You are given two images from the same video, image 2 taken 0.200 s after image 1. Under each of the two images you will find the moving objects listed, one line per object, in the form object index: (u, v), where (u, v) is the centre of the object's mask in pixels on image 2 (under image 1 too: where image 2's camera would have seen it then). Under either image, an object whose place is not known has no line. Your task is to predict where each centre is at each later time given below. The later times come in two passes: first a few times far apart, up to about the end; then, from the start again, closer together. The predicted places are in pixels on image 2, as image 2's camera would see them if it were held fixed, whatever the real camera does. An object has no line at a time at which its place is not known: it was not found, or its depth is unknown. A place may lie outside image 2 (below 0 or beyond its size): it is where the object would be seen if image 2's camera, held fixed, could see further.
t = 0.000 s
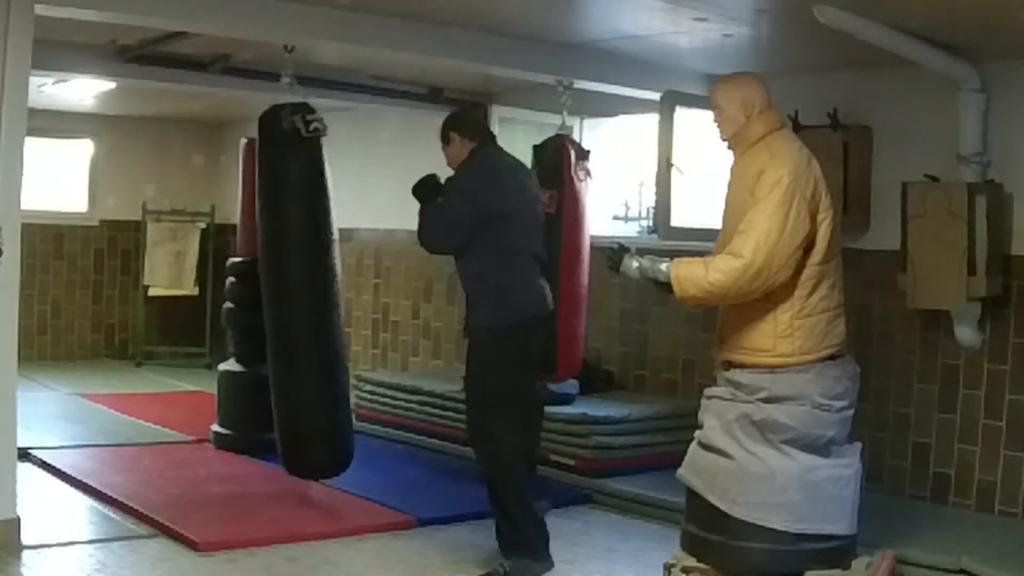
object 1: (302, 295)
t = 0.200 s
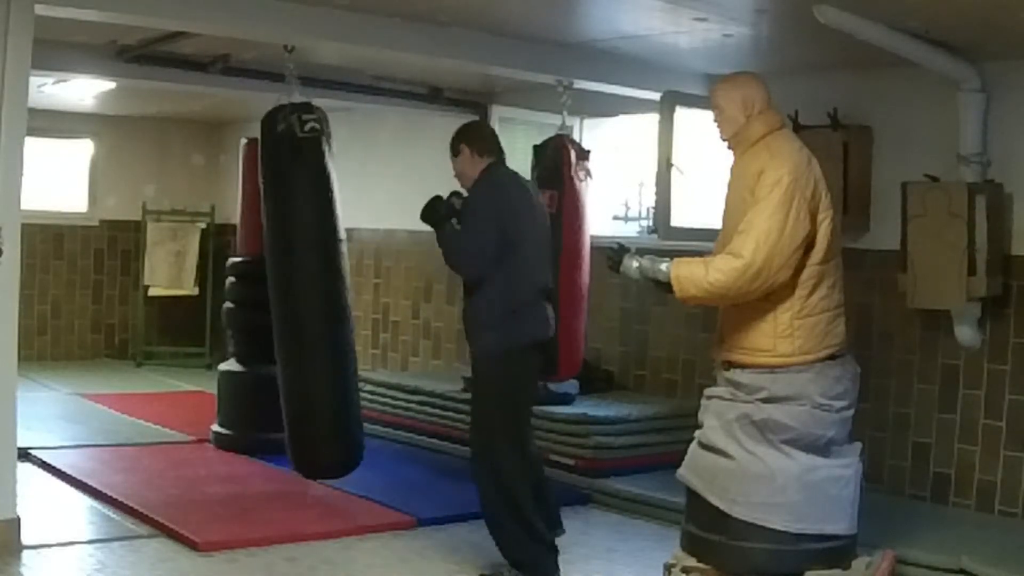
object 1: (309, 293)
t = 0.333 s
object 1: (308, 293)
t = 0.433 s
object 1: (305, 292)
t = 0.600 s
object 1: (294, 295)
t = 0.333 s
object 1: (308, 293)
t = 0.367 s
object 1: (308, 292)
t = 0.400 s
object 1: (307, 292)
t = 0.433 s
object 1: (305, 292)
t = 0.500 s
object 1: (301, 295)
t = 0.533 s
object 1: (299, 293)
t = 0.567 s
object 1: (297, 294)
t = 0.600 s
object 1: (294, 295)
